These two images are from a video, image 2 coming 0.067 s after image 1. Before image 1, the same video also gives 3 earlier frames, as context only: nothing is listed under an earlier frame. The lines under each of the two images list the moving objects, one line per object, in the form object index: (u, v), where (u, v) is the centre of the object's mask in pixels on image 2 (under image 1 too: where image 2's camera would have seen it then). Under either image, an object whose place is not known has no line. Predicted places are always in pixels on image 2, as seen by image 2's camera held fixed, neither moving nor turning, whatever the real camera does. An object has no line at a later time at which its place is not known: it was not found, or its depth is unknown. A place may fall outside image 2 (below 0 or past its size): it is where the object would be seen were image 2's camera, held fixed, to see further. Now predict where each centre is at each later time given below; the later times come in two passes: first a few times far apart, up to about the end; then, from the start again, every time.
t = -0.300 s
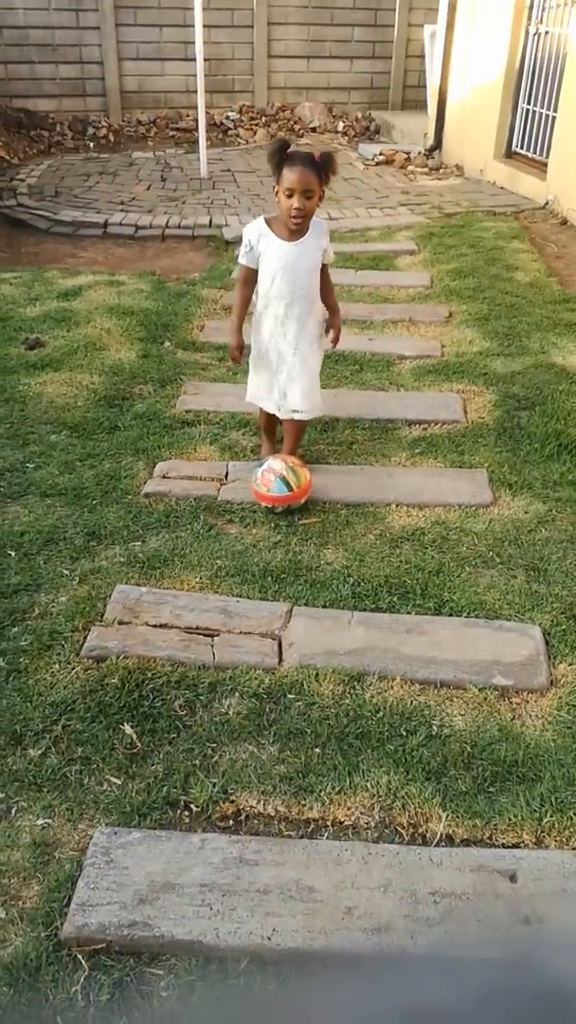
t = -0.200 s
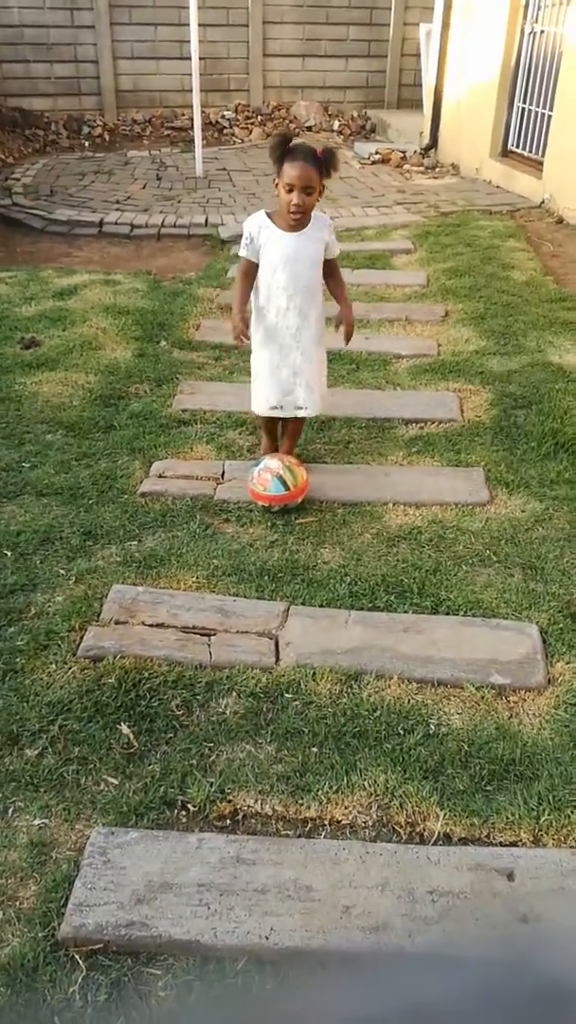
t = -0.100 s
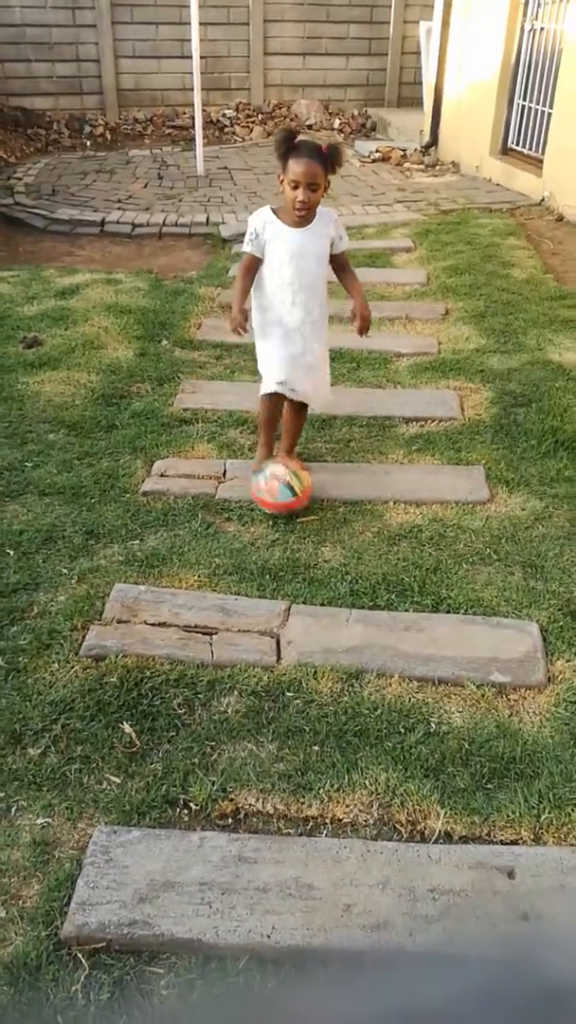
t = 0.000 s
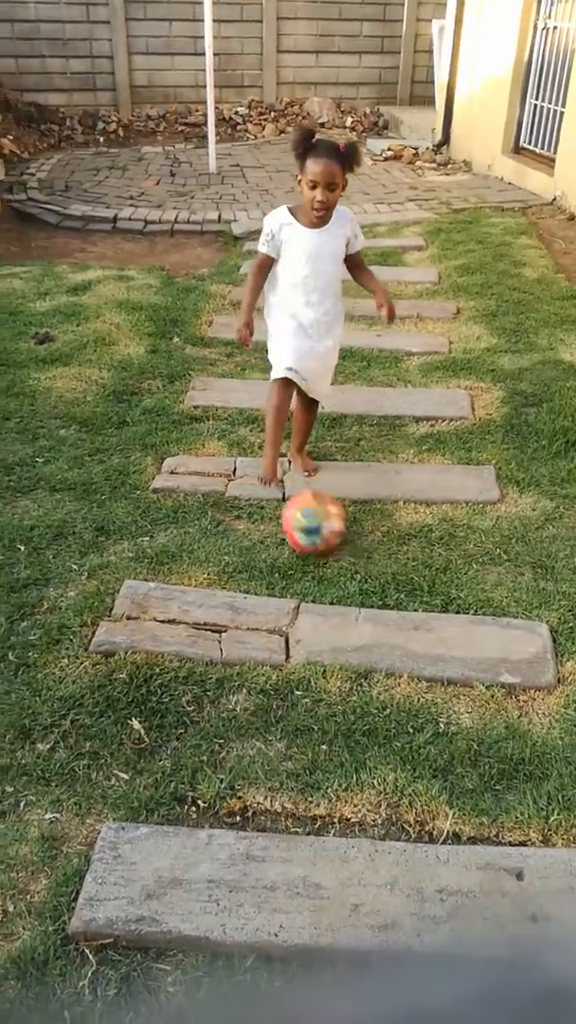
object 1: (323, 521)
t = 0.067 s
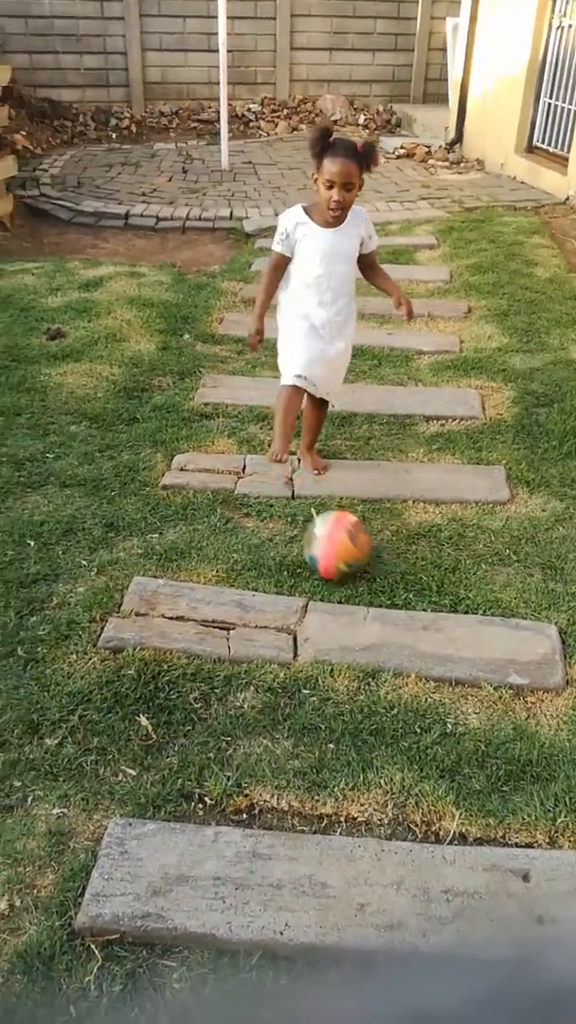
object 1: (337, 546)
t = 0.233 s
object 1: (360, 582)
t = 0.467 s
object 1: (392, 678)
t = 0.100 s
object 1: (341, 555)
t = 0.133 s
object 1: (346, 565)
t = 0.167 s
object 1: (351, 573)
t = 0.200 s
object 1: (355, 575)
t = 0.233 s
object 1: (360, 582)
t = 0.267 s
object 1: (365, 595)
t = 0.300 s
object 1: (370, 609)
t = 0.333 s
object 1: (374, 628)
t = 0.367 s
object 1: (380, 637)
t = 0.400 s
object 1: (386, 648)
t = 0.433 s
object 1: (389, 660)
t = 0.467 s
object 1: (392, 678)
